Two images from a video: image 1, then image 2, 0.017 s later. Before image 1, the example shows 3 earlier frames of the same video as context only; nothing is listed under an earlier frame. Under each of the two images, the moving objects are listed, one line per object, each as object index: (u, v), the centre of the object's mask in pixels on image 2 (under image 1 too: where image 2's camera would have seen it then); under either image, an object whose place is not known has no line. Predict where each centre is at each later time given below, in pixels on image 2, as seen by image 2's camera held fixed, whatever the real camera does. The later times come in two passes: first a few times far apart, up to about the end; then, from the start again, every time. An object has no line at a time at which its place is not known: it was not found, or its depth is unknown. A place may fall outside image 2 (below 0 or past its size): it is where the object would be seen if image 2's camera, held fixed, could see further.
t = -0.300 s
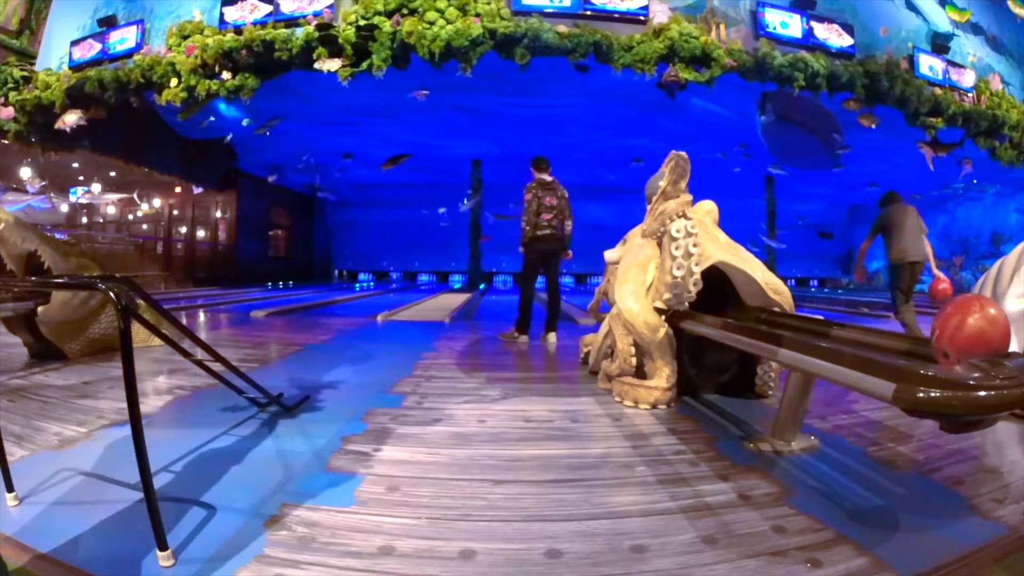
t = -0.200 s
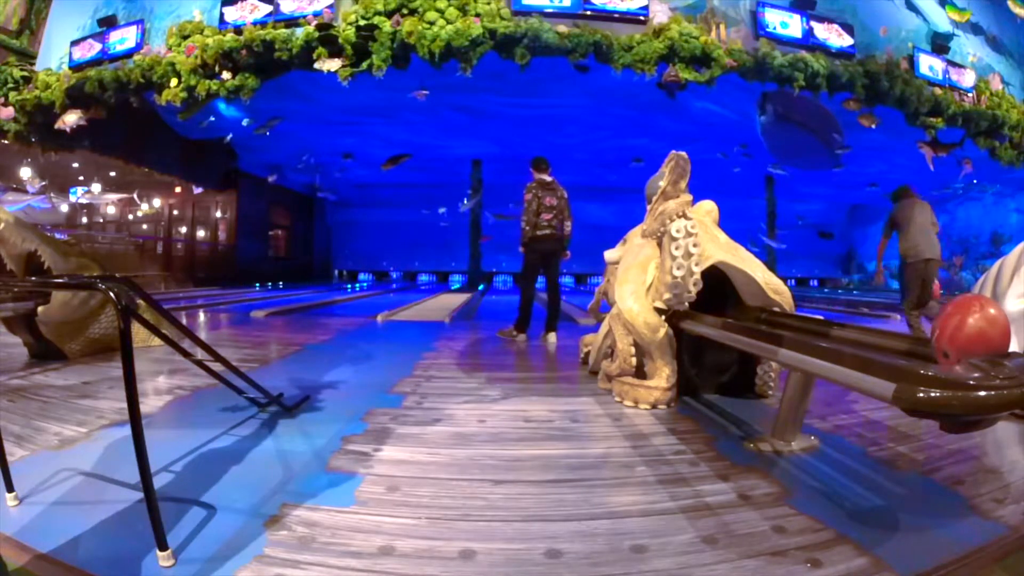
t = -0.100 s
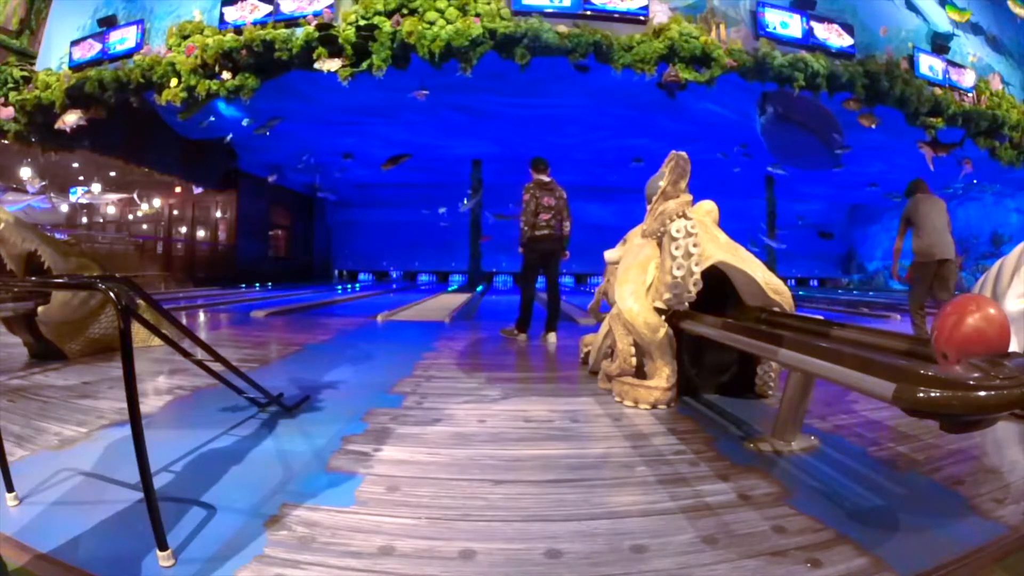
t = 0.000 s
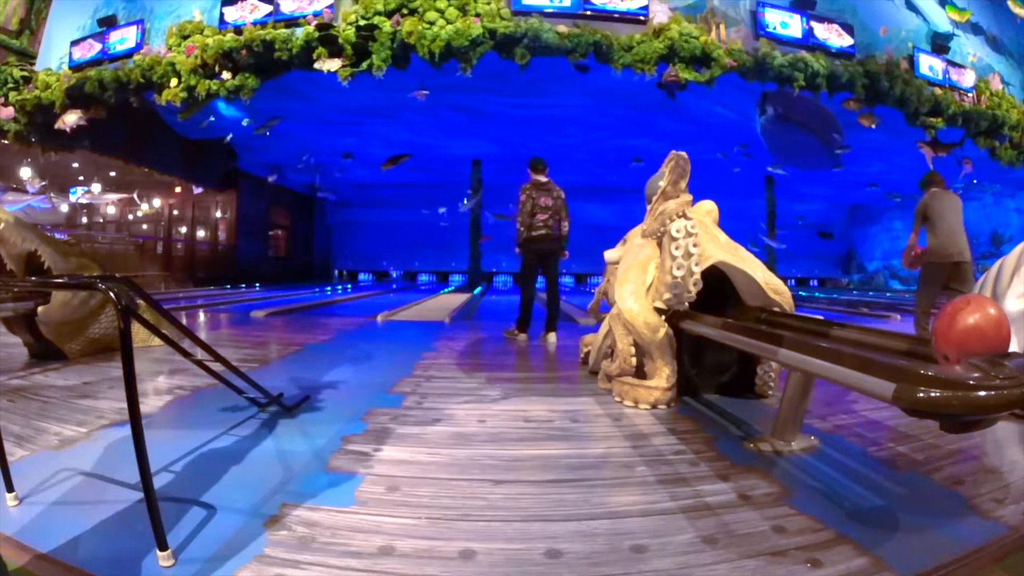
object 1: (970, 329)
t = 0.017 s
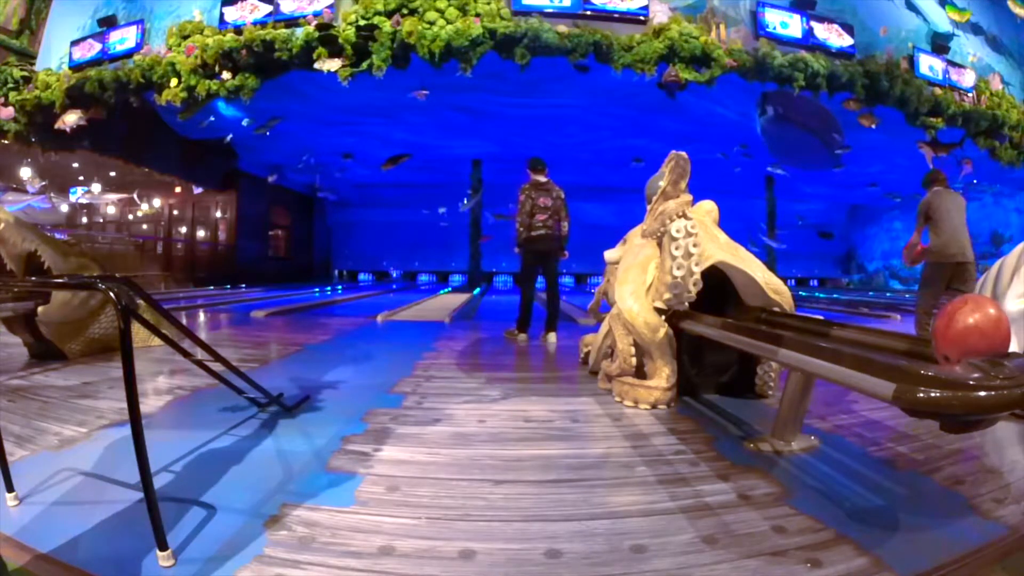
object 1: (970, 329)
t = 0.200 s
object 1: (953, 329)
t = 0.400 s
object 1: (925, 326)
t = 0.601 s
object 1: (899, 323)
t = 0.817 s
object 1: (867, 318)
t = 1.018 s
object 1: (843, 315)
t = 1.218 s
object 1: (822, 312)
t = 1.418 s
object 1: (803, 310)
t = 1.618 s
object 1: (788, 307)
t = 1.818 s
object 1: (775, 305)
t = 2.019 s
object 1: (761, 304)
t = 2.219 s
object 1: (751, 302)
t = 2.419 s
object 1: (741, 301)
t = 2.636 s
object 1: (732, 299)
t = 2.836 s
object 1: (725, 298)
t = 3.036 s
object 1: (720, 298)
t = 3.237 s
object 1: (716, 297)
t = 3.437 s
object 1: (711, 298)
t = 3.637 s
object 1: (706, 298)
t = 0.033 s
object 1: (971, 329)
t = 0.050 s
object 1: (971, 329)
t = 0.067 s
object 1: (971, 329)
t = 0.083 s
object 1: (971, 329)
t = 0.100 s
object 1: (968, 329)
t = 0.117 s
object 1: (966, 329)
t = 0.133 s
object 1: (963, 329)
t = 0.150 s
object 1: (961, 330)
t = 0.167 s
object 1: (958, 329)
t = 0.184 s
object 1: (955, 329)
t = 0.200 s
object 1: (953, 329)
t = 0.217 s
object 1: (951, 329)
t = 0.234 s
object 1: (948, 329)
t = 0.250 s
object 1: (945, 329)
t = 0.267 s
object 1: (943, 329)
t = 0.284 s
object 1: (941, 329)
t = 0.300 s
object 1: (939, 329)
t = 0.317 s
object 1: (936, 328)
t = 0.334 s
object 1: (934, 328)
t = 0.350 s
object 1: (932, 328)
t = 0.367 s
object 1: (930, 328)
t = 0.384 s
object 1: (927, 327)
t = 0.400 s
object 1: (925, 326)
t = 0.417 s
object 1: (922, 326)
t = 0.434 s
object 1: (920, 326)
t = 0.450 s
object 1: (918, 326)
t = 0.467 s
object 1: (916, 326)
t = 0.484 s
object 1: (914, 325)
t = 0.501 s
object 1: (911, 325)
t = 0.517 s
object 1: (909, 324)
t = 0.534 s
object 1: (907, 324)
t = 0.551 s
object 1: (905, 324)
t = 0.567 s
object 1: (903, 323)
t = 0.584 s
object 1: (902, 323)
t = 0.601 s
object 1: (899, 323)
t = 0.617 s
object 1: (896, 322)
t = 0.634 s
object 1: (893, 322)
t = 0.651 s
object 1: (891, 321)
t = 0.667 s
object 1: (888, 321)
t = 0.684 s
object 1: (886, 320)
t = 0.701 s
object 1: (883, 320)
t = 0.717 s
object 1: (881, 320)
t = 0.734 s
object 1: (879, 319)
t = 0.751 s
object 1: (876, 319)
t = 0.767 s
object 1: (874, 319)
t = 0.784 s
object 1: (872, 318)
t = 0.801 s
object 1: (870, 318)
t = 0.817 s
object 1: (867, 318)
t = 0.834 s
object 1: (865, 318)
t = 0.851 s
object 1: (863, 318)
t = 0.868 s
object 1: (861, 317)
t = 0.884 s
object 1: (859, 317)
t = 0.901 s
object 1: (857, 316)
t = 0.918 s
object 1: (855, 316)
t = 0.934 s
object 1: (853, 316)
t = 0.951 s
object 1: (851, 316)
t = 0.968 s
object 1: (849, 315)
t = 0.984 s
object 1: (847, 315)
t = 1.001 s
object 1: (845, 315)
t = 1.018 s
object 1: (843, 315)
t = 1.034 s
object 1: (841, 315)
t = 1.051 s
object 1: (839, 314)
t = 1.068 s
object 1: (837, 314)
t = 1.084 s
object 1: (835, 314)
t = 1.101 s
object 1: (833, 314)
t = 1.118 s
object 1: (832, 313)
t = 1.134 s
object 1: (830, 313)
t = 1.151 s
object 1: (828, 313)
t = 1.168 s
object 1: (827, 313)
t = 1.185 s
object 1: (825, 312)
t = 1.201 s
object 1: (824, 312)
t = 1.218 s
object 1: (822, 312)
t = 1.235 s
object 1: (820, 312)
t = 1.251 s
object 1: (819, 312)
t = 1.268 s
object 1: (817, 312)
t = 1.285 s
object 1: (815, 311)
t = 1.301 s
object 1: (814, 311)
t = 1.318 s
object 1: (812, 311)
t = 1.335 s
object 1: (811, 311)
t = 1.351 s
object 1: (809, 311)
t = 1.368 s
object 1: (808, 310)
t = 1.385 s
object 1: (806, 310)
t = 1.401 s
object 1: (805, 310)
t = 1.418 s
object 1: (803, 310)
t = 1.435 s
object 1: (802, 310)
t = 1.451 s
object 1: (801, 309)
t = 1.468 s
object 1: (799, 309)
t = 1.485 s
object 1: (798, 309)
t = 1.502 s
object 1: (797, 309)
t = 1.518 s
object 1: (795, 308)
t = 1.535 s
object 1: (794, 308)
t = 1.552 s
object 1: (793, 308)
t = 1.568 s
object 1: (792, 308)
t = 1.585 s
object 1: (790, 308)
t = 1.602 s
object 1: (789, 307)
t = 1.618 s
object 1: (788, 307)
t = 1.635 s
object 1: (787, 307)
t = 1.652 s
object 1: (786, 307)
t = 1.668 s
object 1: (784, 307)
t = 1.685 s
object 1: (783, 307)
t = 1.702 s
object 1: (782, 306)
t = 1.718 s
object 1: (781, 306)
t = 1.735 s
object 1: (780, 306)
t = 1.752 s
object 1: (779, 306)
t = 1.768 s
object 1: (778, 306)
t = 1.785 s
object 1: (777, 306)
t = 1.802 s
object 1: (776, 305)
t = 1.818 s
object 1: (775, 305)
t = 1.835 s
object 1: (774, 305)
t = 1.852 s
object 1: (772, 305)
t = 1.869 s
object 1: (771, 305)
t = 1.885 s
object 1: (770, 305)
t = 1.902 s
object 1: (769, 305)
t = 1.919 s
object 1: (768, 305)
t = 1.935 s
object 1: (767, 304)
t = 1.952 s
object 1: (766, 304)
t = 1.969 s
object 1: (766, 304)
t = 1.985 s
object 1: (764, 304)
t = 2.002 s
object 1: (763, 304)
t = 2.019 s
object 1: (761, 304)
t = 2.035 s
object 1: (760, 304)
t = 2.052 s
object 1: (759, 304)
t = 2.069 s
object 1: (759, 303)
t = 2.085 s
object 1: (758, 304)
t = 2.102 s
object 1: (757, 303)
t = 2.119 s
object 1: (755, 303)
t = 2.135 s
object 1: (755, 303)
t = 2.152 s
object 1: (754, 303)
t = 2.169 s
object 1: (753, 303)
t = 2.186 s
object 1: (752, 302)
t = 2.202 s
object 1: (751, 303)
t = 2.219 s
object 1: (751, 302)
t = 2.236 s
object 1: (750, 302)
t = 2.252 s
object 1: (749, 302)
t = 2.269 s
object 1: (748, 302)
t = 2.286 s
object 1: (747, 302)
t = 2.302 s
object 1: (746, 302)
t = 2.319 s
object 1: (746, 302)
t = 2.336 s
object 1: (745, 301)
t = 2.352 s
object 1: (744, 301)
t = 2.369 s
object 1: (744, 301)
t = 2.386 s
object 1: (743, 301)
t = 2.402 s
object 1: (742, 301)
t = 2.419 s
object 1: (741, 301)
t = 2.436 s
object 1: (740, 301)
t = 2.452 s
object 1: (740, 301)
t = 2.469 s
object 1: (739, 300)
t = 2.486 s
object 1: (738, 300)
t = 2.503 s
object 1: (738, 300)
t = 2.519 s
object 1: (737, 300)
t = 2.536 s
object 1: (736, 300)
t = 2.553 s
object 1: (735, 300)
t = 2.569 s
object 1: (735, 300)
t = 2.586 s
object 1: (734, 300)
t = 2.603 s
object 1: (733, 300)
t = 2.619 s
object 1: (733, 299)
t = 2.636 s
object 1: (732, 299)
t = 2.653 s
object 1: (731, 299)
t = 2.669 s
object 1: (731, 299)
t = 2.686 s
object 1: (730, 299)
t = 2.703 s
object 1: (730, 299)
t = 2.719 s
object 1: (729, 299)
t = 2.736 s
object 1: (729, 299)
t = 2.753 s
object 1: (728, 299)
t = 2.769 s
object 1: (728, 299)
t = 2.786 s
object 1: (727, 299)
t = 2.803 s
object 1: (726, 299)
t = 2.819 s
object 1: (726, 298)
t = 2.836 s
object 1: (725, 298)
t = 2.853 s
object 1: (725, 298)
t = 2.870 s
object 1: (724, 298)
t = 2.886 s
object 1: (724, 298)
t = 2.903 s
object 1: (724, 298)
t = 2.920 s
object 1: (723, 298)
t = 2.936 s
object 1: (722, 298)
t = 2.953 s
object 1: (722, 298)
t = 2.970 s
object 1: (722, 298)
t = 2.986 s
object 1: (721, 298)
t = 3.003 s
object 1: (721, 298)
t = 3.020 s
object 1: (720, 298)
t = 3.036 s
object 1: (720, 298)
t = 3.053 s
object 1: (720, 298)
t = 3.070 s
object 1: (719, 298)
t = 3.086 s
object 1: (719, 298)
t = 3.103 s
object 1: (719, 297)
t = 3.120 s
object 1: (718, 297)
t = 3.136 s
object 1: (718, 297)
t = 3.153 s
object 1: (718, 297)
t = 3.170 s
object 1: (717, 297)
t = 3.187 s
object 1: (717, 297)
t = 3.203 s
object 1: (717, 297)
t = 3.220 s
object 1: (716, 297)
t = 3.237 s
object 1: (716, 297)
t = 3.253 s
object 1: (716, 297)
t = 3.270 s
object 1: (715, 298)
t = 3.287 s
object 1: (715, 297)
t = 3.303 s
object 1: (715, 298)
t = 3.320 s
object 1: (714, 298)
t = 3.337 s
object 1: (714, 298)
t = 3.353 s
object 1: (714, 298)
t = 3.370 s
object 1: (713, 298)
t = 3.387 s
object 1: (713, 298)
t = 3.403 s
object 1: (712, 298)
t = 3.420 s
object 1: (712, 298)
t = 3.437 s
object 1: (711, 298)
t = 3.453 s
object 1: (711, 298)
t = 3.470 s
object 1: (711, 298)
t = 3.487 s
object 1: (710, 298)
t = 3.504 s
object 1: (710, 298)
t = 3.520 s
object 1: (709, 298)
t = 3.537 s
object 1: (709, 298)
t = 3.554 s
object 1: (708, 298)
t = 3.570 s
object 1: (708, 299)
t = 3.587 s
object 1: (707, 298)
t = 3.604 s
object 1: (707, 298)
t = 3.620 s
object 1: (706, 298)
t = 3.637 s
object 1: (706, 298)
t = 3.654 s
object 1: (705, 298)
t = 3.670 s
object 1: (704, 299)
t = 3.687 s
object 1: (704, 298)
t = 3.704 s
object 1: (703, 298)
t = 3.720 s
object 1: (702, 298)
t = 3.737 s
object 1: (701, 299)
